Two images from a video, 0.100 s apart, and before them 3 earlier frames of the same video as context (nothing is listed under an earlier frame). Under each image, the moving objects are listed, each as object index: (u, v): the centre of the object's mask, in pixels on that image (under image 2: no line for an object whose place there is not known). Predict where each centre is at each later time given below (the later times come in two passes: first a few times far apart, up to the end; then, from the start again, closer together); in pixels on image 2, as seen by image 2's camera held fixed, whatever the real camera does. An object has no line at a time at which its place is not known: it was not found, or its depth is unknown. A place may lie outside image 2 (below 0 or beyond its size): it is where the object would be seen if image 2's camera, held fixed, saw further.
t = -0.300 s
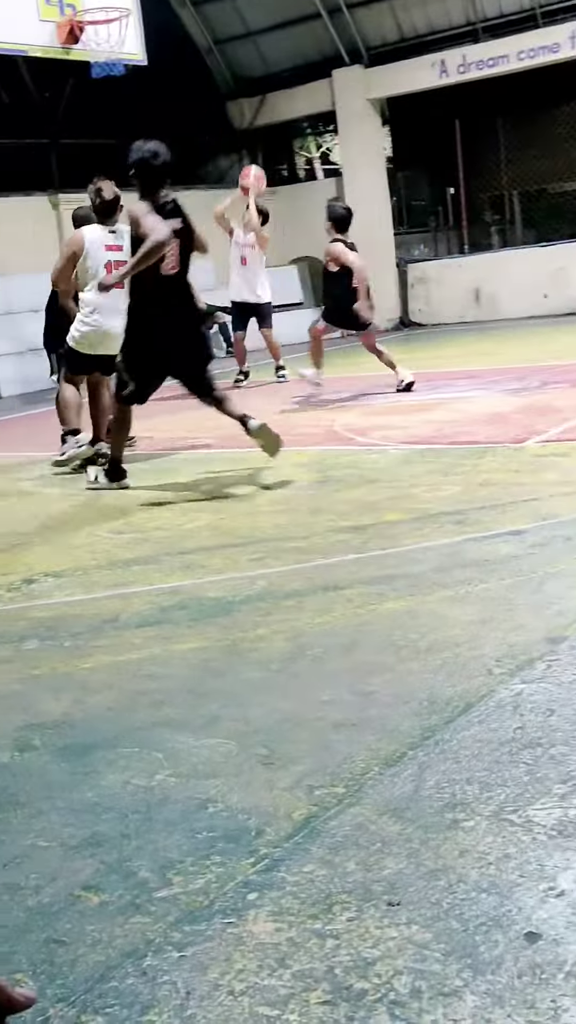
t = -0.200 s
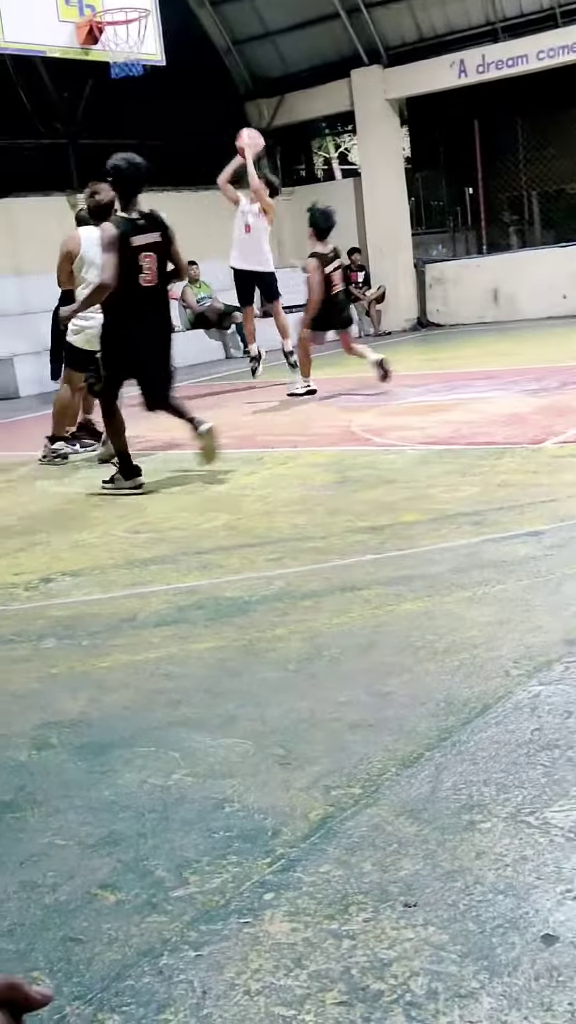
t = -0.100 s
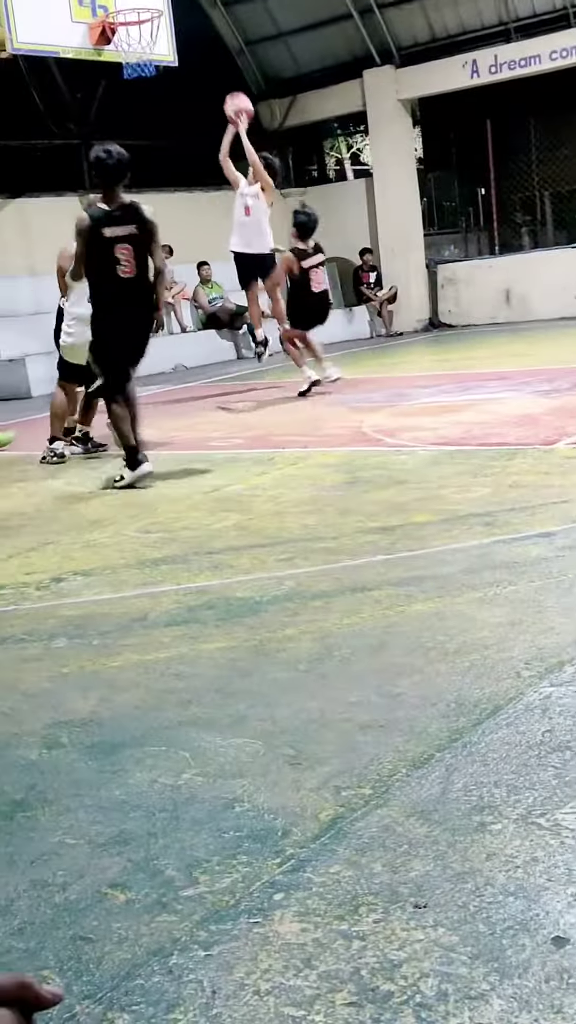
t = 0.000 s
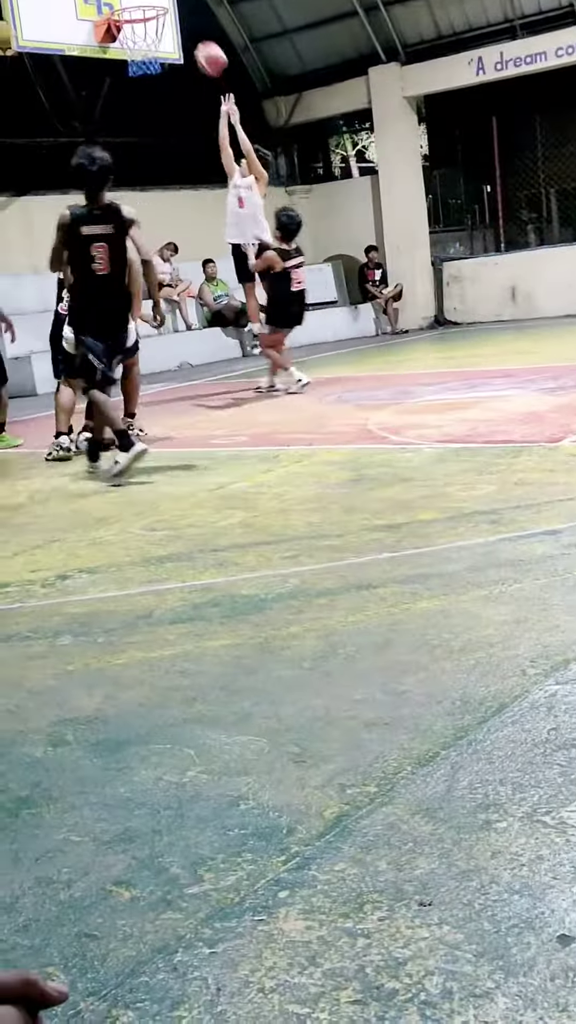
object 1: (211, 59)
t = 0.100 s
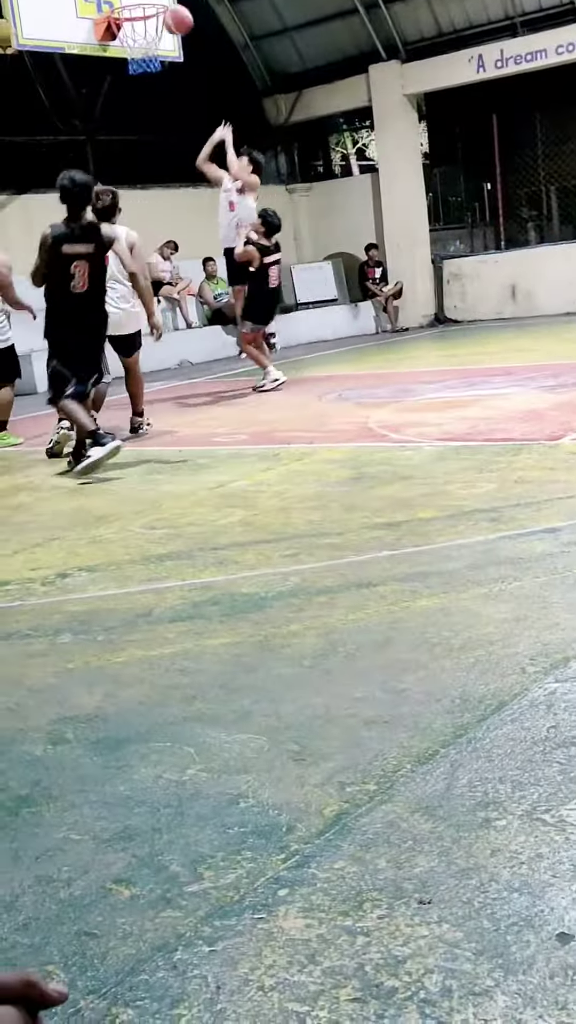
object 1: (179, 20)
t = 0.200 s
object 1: (149, 1)
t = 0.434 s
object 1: (137, 2)
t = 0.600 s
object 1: (136, 44)
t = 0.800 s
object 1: (144, 100)
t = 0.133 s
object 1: (167, 11)
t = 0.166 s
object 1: (153, 7)
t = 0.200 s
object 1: (149, 1)
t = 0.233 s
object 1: (147, 1)
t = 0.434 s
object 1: (137, 2)
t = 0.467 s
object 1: (135, 7)
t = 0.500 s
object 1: (136, 14)
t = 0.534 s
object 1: (135, 26)
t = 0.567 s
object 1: (134, 33)
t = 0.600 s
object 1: (136, 44)
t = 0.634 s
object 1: (136, 51)
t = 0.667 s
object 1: (138, 61)
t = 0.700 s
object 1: (139, 70)
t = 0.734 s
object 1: (140, 77)
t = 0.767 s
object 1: (142, 87)
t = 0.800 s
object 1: (144, 100)
